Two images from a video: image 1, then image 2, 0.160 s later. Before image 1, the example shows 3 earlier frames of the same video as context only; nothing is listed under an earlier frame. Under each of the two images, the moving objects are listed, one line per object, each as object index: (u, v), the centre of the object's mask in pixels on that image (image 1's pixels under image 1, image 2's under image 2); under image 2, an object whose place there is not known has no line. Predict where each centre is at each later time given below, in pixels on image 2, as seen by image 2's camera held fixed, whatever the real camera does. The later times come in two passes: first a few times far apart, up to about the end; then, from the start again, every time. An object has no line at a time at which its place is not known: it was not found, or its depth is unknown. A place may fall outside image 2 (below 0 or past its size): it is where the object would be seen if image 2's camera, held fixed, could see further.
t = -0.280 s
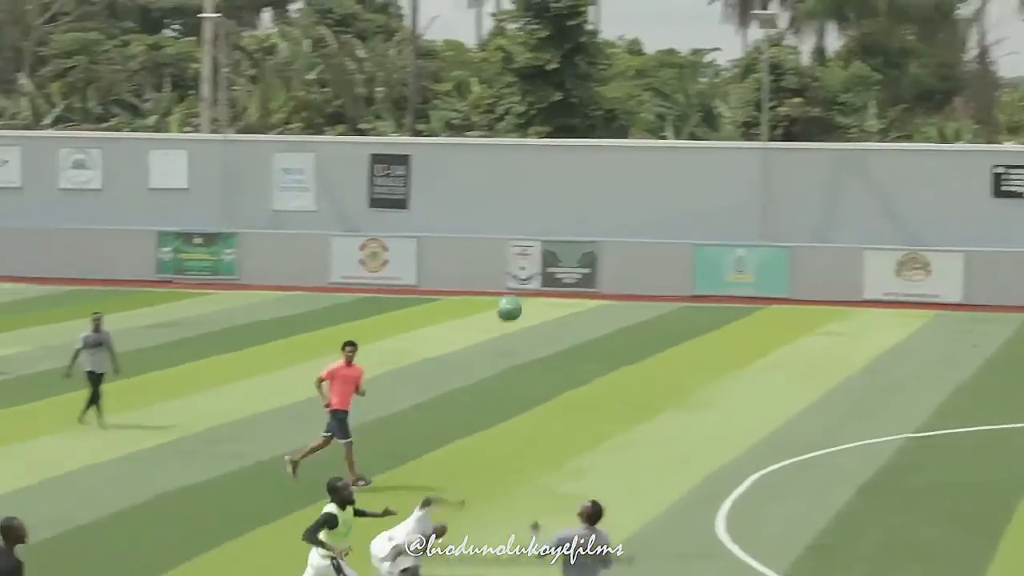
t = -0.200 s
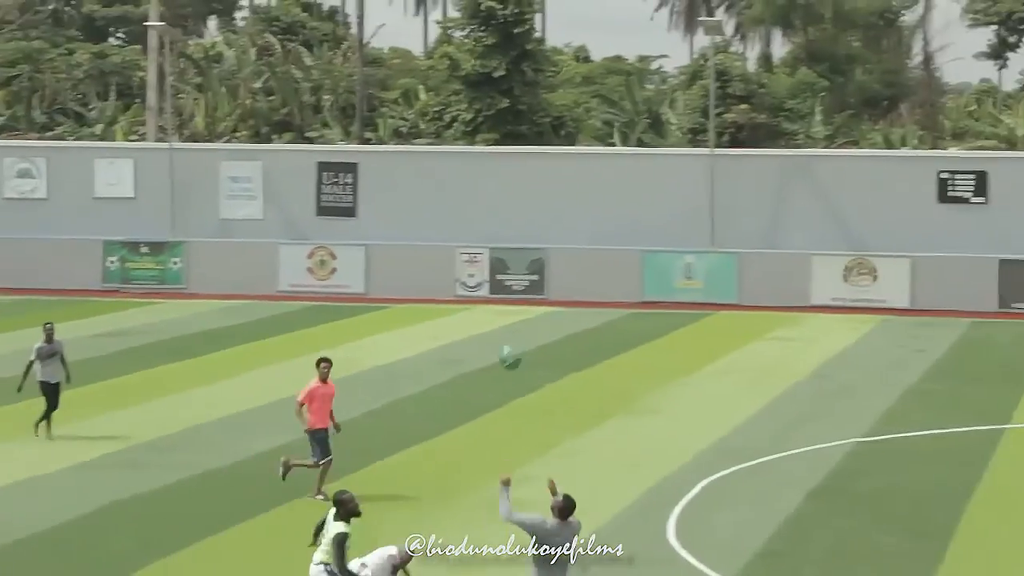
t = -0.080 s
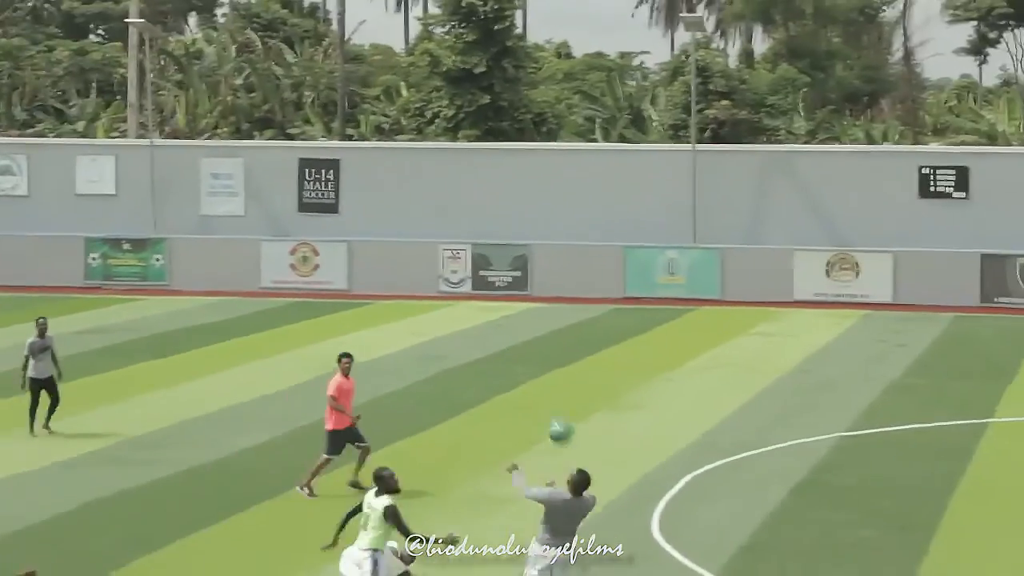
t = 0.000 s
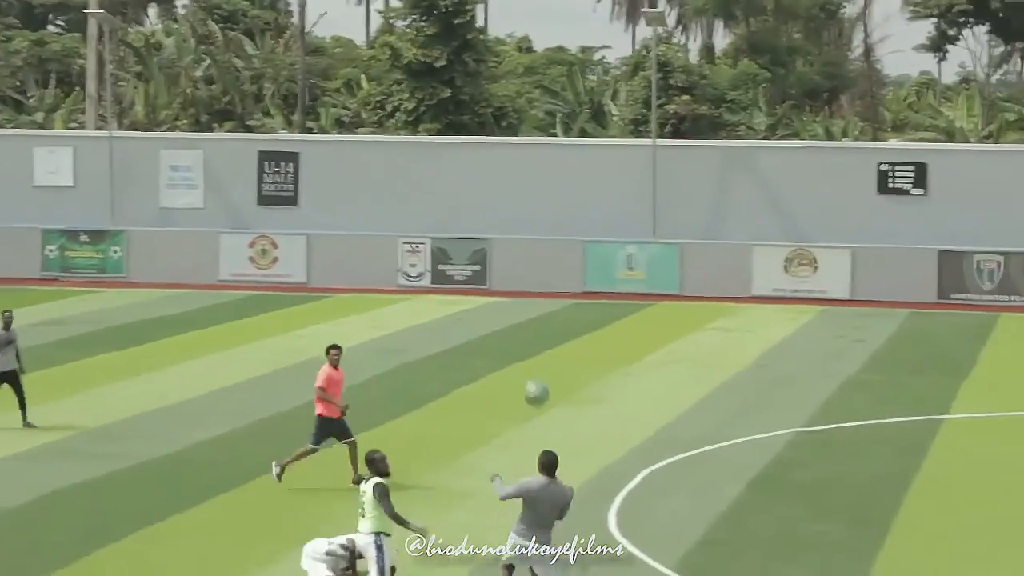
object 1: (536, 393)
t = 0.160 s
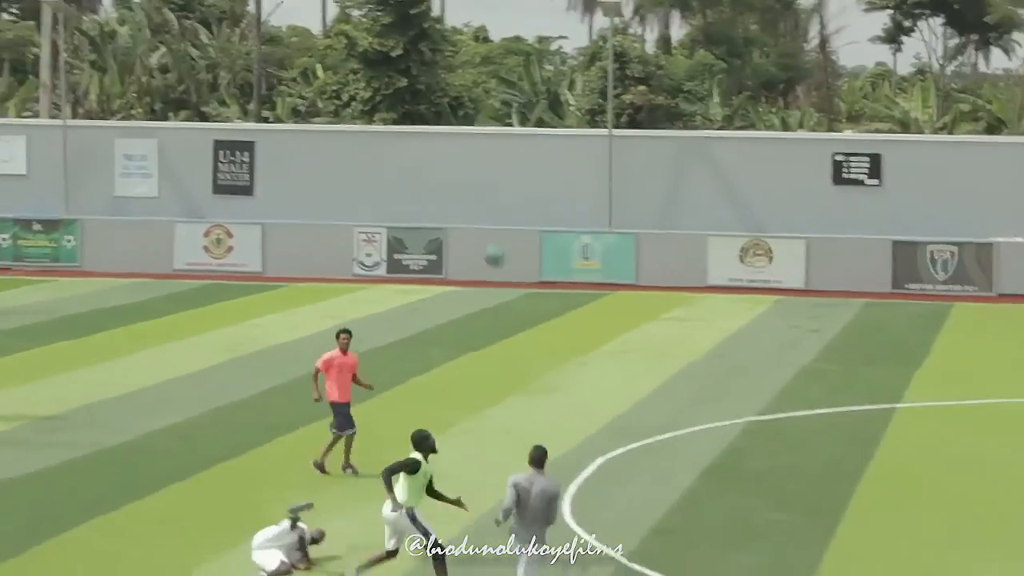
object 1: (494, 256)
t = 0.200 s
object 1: (493, 235)
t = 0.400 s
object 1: (491, 197)
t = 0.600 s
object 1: (488, 239)
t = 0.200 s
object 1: (493, 235)
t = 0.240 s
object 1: (494, 219)
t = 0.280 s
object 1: (495, 209)
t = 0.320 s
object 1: (494, 201)
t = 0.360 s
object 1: (493, 198)
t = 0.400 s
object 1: (491, 197)
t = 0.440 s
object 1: (492, 199)
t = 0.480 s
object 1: (491, 206)
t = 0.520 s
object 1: (490, 212)
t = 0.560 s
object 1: (489, 224)
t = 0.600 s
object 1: (488, 239)
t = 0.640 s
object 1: (486, 256)
